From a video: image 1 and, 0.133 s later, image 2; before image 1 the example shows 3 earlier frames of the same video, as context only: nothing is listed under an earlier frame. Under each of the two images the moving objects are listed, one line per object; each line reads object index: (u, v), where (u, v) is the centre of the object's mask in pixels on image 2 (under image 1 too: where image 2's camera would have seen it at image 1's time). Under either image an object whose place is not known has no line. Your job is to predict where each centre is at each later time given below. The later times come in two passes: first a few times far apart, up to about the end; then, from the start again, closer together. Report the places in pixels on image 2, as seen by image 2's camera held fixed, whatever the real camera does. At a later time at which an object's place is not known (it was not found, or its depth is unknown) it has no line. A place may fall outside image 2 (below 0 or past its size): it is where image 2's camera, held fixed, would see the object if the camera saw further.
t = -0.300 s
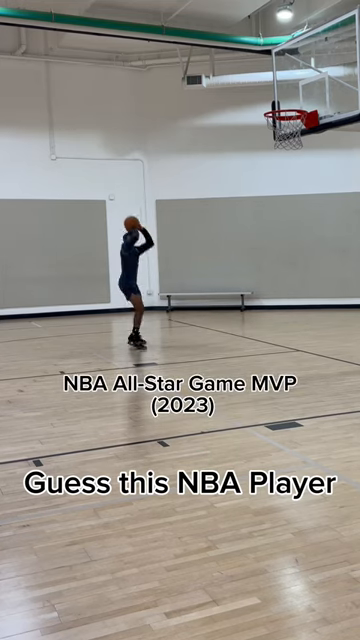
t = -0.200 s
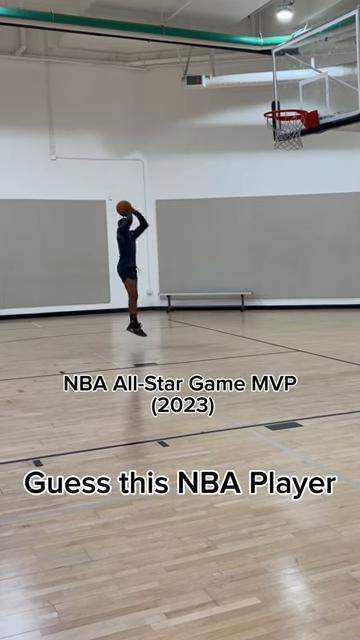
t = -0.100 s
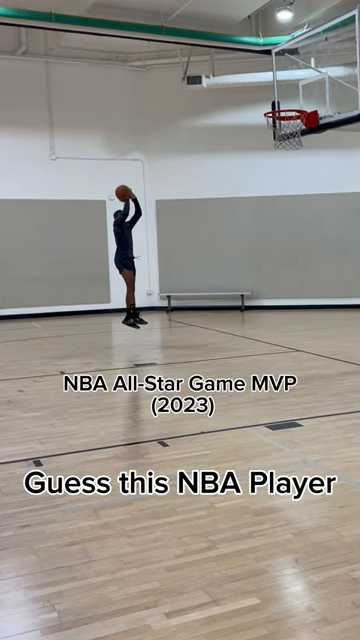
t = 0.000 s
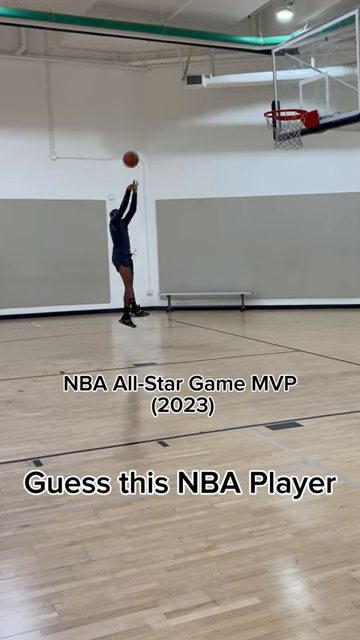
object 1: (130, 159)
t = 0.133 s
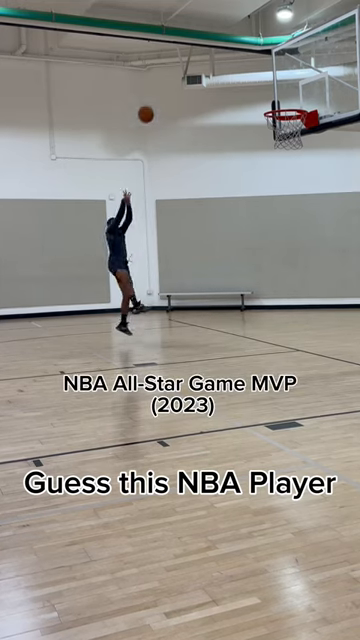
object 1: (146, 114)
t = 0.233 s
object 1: (158, 86)
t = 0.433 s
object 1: (187, 47)
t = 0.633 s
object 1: (220, 35)
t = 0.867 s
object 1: (265, 64)
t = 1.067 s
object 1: (278, 116)
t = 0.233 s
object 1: (158, 86)
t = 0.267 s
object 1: (162, 78)
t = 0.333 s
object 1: (172, 63)
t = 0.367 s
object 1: (177, 57)
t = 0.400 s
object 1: (181, 52)
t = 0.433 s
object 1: (187, 47)
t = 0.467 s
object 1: (192, 43)
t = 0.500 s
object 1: (197, 40)
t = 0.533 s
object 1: (203, 38)
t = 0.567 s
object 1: (208, 36)
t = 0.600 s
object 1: (214, 35)
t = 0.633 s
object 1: (220, 35)
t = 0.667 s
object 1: (226, 36)
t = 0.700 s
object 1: (232, 38)
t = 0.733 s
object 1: (238, 41)
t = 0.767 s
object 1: (245, 45)
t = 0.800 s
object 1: (252, 51)
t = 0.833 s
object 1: (258, 56)
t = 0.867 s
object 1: (265, 64)
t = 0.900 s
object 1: (272, 72)
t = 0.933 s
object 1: (279, 81)
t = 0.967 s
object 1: (286, 91)
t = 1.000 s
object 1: (294, 102)
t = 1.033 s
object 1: (291, 111)
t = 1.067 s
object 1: (278, 116)
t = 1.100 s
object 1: (277, 121)
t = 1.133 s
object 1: (283, 127)
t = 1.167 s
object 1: (288, 134)
